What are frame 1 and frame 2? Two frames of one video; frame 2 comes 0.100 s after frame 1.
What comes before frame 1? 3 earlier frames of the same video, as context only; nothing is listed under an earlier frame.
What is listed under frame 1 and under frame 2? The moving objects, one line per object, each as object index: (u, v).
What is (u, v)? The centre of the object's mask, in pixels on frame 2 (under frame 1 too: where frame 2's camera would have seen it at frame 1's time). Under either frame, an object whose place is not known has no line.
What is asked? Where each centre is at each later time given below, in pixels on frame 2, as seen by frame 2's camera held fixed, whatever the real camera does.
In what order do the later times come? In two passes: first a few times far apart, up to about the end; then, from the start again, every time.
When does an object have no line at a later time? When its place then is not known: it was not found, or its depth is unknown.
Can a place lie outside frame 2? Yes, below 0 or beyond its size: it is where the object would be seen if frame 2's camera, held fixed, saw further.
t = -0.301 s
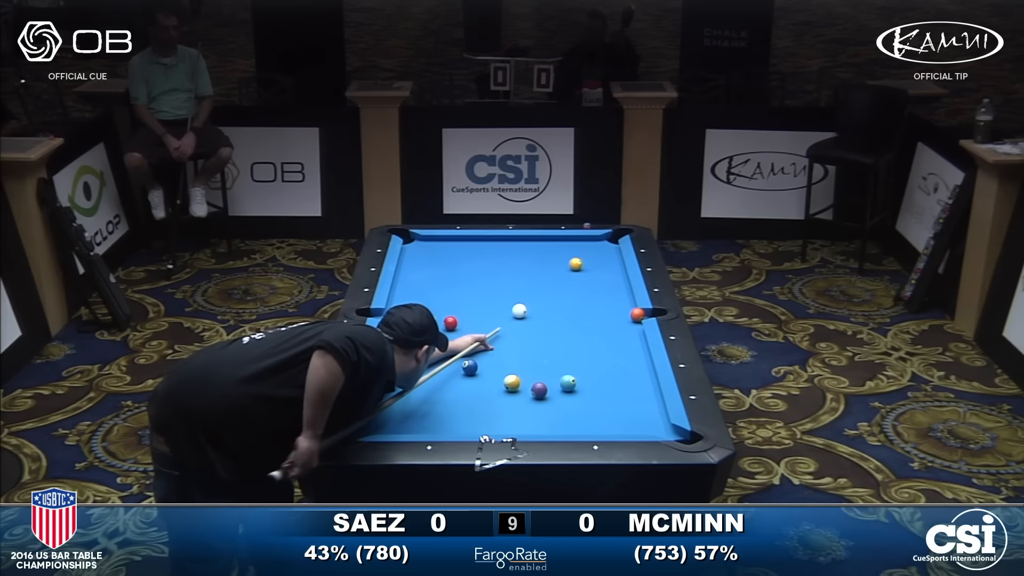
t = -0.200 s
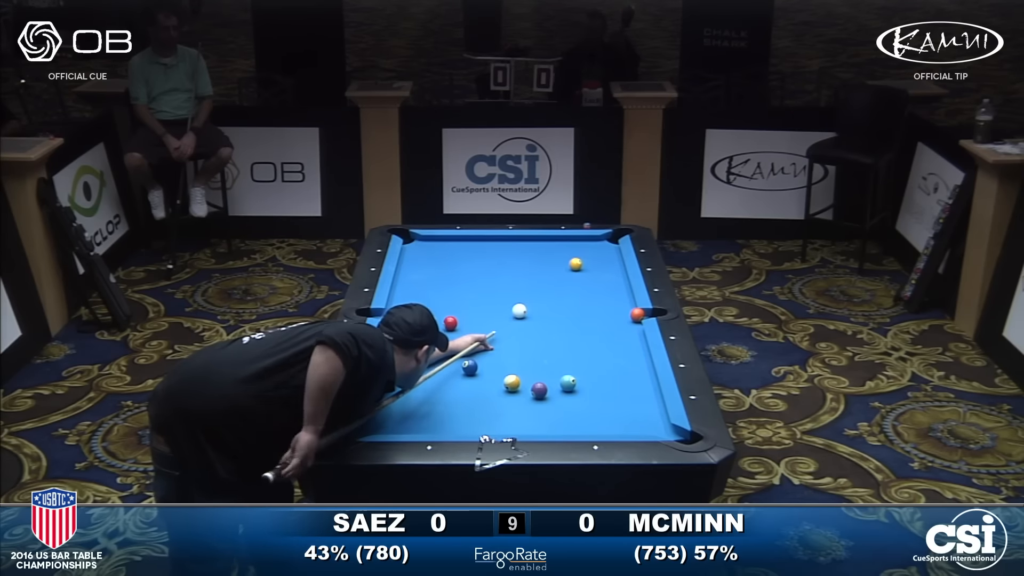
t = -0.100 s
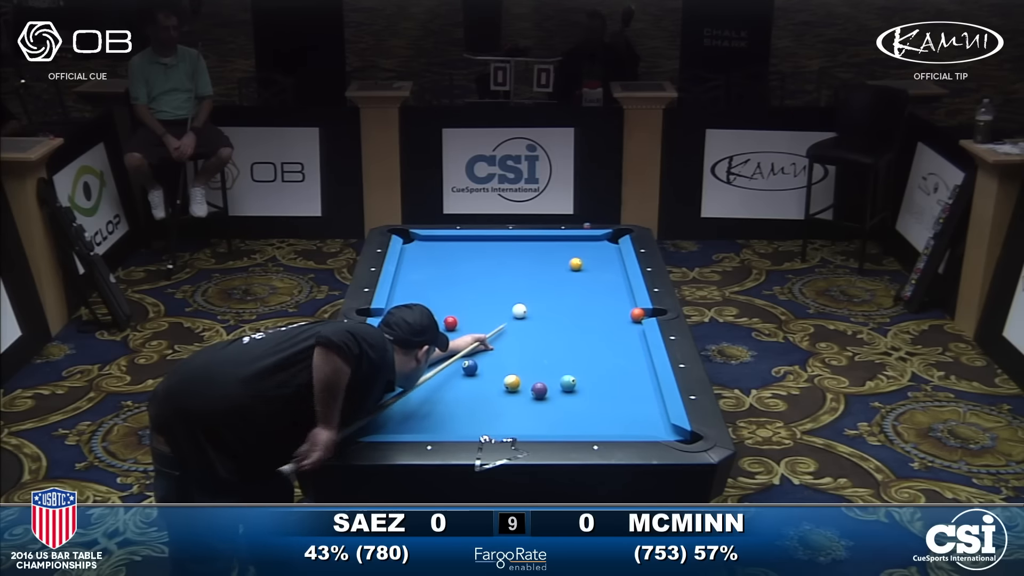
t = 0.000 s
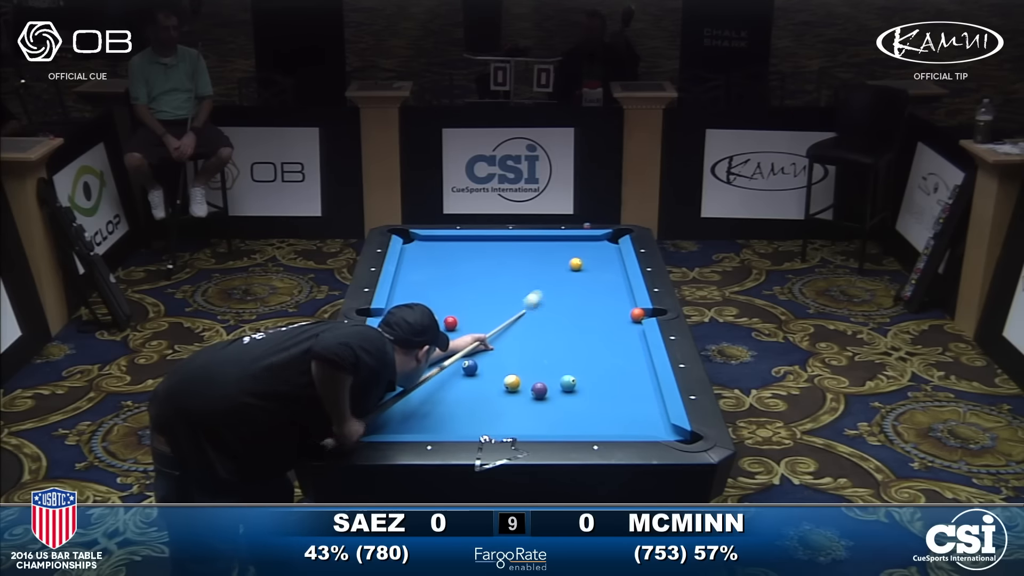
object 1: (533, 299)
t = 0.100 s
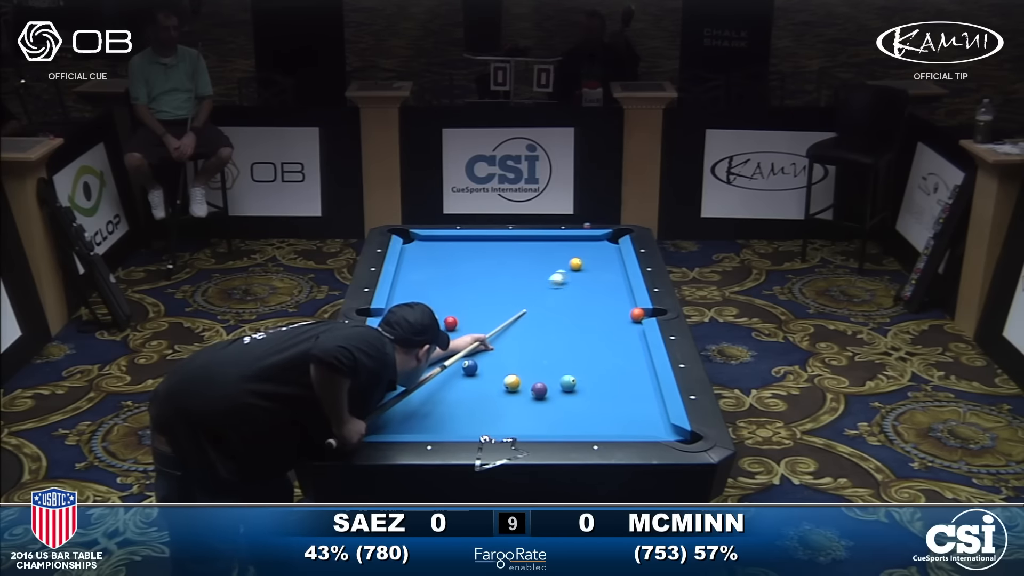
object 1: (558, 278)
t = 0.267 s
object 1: (569, 268)
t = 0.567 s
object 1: (560, 274)
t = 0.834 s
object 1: (553, 279)
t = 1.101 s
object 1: (546, 284)
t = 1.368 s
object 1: (539, 288)
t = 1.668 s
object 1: (533, 292)
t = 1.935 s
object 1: (528, 296)
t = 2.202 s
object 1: (524, 298)
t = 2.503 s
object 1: (520, 301)
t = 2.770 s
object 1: (517, 303)
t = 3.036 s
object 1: (515, 305)
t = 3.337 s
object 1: (513, 306)
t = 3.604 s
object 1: (512, 307)
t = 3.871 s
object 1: (512, 307)
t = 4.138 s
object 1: (512, 307)
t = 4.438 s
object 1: (512, 307)
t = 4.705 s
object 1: (512, 307)
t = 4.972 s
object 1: (512, 307)
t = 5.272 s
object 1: (512, 307)
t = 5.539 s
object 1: (512, 307)
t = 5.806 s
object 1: (512, 307)
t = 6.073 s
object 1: (512, 307)
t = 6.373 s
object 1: (512, 307)
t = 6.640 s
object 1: (512, 307)
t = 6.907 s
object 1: (512, 307)
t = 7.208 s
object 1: (512, 307)
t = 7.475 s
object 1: (512, 307)
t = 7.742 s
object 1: (512, 307)
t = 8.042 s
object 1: (512, 307)
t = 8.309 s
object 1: (512, 307)
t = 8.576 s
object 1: (512, 307)
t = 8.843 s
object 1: (512, 307)
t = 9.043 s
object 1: (512, 307)
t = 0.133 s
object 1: (565, 272)
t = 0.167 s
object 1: (570, 268)
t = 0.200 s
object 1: (570, 268)
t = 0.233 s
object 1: (570, 268)
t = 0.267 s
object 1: (569, 268)
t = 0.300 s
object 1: (568, 269)
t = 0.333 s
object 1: (567, 270)
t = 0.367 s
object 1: (566, 270)
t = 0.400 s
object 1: (565, 271)
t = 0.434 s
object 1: (564, 272)
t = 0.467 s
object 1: (563, 272)
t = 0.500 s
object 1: (562, 273)
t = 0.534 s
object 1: (561, 273)
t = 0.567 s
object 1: (560, 274)
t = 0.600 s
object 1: (559, 275)
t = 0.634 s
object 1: (558, 275)
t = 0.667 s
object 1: (557, 276)
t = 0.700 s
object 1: (556, 277)
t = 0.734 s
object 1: (555, 277)
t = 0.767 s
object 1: (554, 278)
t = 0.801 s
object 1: (553, 278)
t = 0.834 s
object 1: (553, 279)
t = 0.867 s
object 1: (552, 280)
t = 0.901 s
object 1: (551, 280)
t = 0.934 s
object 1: (550, 281)
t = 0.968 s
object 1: (549, 281)
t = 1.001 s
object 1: (548, 282)
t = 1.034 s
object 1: (547, 282)
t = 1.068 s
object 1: (547, 283)
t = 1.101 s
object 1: (546, 284)
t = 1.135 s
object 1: (545, 284)
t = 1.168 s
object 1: (544, 285)
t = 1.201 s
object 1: (543, 285)
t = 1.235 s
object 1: (542, 286)
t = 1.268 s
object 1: (542, 286)
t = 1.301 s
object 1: (541, 287)
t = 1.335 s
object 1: (540, 287)
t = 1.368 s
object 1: (539, 288)
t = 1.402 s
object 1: (539, 288)
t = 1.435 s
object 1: (538, 289)
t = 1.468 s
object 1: (537, 289)
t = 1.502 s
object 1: (536, 290)
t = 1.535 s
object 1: (536, 290)
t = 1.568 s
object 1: (535, 291)
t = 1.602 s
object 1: (534, 291)
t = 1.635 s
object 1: (534, 292)
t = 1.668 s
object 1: (533, 292)
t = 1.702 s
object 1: (532, 292)
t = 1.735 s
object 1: (532, 293)
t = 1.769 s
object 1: (531, 293)
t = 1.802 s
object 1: (531, 294)
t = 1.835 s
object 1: (530, 294)
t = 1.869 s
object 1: (530, 295)
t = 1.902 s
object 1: (529, 295)
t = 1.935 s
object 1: (528, 296)
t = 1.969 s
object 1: (528, 296)
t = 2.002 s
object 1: (527, 296)
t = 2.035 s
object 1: (526, 297)
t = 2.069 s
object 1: (526, 297)
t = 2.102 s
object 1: (526, 297)
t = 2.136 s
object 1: (525, 298)
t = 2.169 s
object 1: (525, 298)
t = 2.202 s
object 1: (524, 298)
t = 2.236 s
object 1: (524, 299)
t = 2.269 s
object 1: (523, 299)
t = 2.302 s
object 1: (522, 299)
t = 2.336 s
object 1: (522, 300)
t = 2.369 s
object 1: (522, 300)
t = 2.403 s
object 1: (521, 300)
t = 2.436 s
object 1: (521, 301)
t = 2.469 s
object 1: (520, 301)
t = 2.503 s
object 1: (520, 301)
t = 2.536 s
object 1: (519, 301)
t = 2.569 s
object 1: (519, 302)
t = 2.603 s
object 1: (519, 302)
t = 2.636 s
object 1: (518, 302)
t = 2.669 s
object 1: (518, 302)
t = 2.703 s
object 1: (517, 303)
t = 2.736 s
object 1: (517, 303)
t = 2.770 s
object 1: (517, 303)
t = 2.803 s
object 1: (517, 303)
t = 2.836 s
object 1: (516, 304)
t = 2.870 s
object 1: (516, 304)
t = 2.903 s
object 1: (516, 304)
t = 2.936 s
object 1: (515, 304)
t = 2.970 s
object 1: (515, 305)
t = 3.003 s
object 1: (515, 305)
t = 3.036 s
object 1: (515, 305)
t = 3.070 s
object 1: (515, 305)
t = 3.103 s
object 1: (514, 305)
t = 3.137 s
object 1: (514, 305)
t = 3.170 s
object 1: (514, 305)
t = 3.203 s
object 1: (514, 306)
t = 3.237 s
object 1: (513, 306)
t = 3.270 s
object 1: (513, 306)
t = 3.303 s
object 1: (513, 306)
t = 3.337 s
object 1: (513, 306)
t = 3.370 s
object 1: (513, 306)
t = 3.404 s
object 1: (513, 306)
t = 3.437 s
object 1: (513, 306)
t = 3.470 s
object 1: (512, 306)
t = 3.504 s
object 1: (512, 307)
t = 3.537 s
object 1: (512, 307)
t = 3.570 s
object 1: (512, 307)
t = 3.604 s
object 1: (512, 307)
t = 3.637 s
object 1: (512, 307)
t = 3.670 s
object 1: (512, 307)
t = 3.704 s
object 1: (512, 307)
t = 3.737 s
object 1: (512, 307)
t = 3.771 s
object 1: (512, 307)
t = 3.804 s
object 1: (512, 307)
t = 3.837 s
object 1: (512, 307)
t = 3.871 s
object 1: (512, 307)
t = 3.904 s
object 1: (512, 307)
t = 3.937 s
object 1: (512, 307)
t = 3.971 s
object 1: (512, 307)
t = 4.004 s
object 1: (512, 307)
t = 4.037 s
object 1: (512, 307)
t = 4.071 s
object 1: (512, 307)
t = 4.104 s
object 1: (512, 307)
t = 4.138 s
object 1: (512, 307)
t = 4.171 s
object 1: (512, 307)
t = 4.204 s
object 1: (512, 307)
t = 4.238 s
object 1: (512, 307)
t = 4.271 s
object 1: (512, 307)
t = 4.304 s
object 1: (512, 307)
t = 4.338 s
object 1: (512, 307)
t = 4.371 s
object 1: (512, 307)
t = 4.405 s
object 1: (512, 307)
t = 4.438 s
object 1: (512, 307)
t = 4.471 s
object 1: (512, 307)
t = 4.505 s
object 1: (512, 307)
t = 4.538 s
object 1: (512, 307)
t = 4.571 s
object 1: (512, 307)
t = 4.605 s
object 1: (512, 307)
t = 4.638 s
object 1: (512, 307)
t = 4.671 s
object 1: (512, 307)
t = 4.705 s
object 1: (512, 307)
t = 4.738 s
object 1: (512, 307)
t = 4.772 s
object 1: (512, 307)
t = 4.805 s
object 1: (512, 307)
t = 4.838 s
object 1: (512, 307)
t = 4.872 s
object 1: (512, 307)
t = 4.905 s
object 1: (512, 307)
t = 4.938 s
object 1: (512, 307)
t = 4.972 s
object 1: (512, 307)
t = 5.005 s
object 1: (512, 307)
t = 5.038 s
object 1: (512, 307)
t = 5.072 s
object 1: (512, 307)
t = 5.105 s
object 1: (512, 307)
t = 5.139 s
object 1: (512, 307)
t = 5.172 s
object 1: (512, 307)
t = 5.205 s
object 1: (512, 307)
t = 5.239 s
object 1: (512, 307)
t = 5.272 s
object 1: (512, 307)
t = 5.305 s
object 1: (512, 307)
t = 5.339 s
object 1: (512, 307)
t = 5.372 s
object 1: (512, 307)
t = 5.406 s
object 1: (512, 307)
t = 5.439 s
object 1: (512, 307)
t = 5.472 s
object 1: (512, 307)
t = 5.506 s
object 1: (512, 307)
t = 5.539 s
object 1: (512, 307)
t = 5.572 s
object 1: (512, 307)
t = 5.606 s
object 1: (512, 307)
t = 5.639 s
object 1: (512, 307)
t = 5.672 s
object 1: (512, 307)
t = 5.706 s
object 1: (512, 307)
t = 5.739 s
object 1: (512, 307)
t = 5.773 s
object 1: (512, 307)
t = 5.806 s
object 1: (512, 307)
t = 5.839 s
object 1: (512, 307)
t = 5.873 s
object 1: (512, 307)
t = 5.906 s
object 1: (512, 307)
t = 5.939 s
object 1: (512, 307)
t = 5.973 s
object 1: (512, 307)
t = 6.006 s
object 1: (512, 307)
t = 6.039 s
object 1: (512, 307)
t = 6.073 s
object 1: (512, 307)
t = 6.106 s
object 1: (512, 307)
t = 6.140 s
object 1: (512, 307)
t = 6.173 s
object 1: (512, 307)
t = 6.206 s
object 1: (512, 307)
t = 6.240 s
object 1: (512, 307)
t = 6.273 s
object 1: (512, 307)
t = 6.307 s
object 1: (512, 307)
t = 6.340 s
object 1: (512, 307)
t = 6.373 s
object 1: (512, 307)
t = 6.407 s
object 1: (512, 307)
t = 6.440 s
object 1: (512, 307)
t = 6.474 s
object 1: (512, 307)
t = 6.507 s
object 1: (512, 307)
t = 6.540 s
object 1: (512, 307)
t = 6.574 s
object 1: (512, 307)
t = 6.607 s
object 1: (512, 307)
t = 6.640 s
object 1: (512, 307)
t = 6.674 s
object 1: (512, 307)
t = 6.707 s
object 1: (512, 307)
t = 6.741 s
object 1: (512, 307)
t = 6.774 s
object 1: (512, 307)
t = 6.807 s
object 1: (512, 307)
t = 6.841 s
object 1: (512, 307)
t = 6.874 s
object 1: (512, 307)
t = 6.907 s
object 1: (512, 307)
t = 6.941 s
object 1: (512, 307)
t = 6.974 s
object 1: (512, 307)
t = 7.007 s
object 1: (512, 307)
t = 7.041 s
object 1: (512, 307)
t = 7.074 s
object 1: (512, 307)
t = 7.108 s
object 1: (512, 307)
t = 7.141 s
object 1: (512, 307)
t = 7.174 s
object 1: (512, 307)
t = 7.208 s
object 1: (512, 307)
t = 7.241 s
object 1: (512, 307)
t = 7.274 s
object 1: (512, 307)
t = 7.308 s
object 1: (512, 307)
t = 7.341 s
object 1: (512, 307)
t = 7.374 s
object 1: (512, 307)
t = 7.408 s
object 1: (512, 307)
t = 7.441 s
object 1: (512, 307)
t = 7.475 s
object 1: (512, 307)
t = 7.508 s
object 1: (512, 307)
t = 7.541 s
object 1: (512, 307)
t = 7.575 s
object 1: (512, 307)
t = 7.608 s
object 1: (512, 307)
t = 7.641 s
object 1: (512, 307)
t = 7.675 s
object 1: (512, 307)
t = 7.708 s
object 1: (512, 307)
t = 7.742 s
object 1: (512, 307)
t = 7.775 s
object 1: (512, 307)
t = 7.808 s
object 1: (512, 307)
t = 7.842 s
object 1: (512, 307)
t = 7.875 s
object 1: (512, 307)
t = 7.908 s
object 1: (512, 307)
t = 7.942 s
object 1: (512, 307)
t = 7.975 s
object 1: (512, 307)
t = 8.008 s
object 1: (512, 307)
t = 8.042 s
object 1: (512, 307)
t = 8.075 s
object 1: (512, 307)
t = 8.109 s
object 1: (512, 307)
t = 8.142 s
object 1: (512, 307)
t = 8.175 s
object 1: (512, 307)
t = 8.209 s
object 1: (512, 307)
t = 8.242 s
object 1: (512, 307)
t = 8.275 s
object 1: (512, 307)
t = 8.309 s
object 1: (512, 307)
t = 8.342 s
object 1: (512, 307)
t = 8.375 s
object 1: (512, 307)
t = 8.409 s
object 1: (512, 307)
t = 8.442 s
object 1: (512, 307)
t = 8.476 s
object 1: (512, 307)
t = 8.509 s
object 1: (512, 307)
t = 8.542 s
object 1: (512, 307)
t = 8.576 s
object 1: (512, 307)
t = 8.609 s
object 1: (512, 307)
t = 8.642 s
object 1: (512, 307)
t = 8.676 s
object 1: (512, 307)
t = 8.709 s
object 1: (512, 307)
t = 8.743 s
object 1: (512, 307)
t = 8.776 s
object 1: (512, 307)
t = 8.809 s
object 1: (512, 307)
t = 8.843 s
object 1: (512, 307)
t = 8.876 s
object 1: (512, 307)
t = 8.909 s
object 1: (512, 307)
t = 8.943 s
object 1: (512, 307)
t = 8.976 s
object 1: (512, 307)
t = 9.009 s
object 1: (512, 307)
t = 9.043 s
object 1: (512, 307)
